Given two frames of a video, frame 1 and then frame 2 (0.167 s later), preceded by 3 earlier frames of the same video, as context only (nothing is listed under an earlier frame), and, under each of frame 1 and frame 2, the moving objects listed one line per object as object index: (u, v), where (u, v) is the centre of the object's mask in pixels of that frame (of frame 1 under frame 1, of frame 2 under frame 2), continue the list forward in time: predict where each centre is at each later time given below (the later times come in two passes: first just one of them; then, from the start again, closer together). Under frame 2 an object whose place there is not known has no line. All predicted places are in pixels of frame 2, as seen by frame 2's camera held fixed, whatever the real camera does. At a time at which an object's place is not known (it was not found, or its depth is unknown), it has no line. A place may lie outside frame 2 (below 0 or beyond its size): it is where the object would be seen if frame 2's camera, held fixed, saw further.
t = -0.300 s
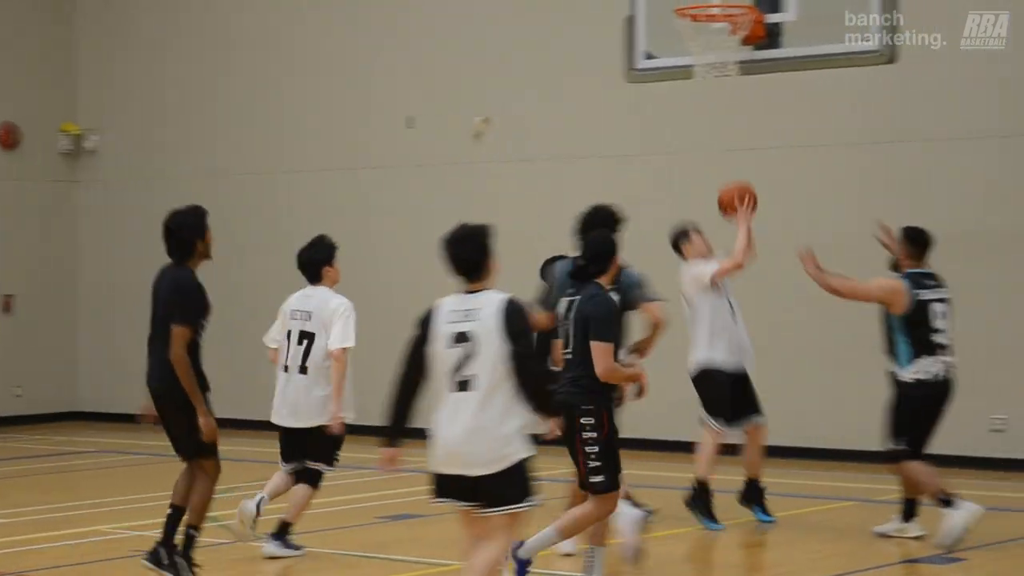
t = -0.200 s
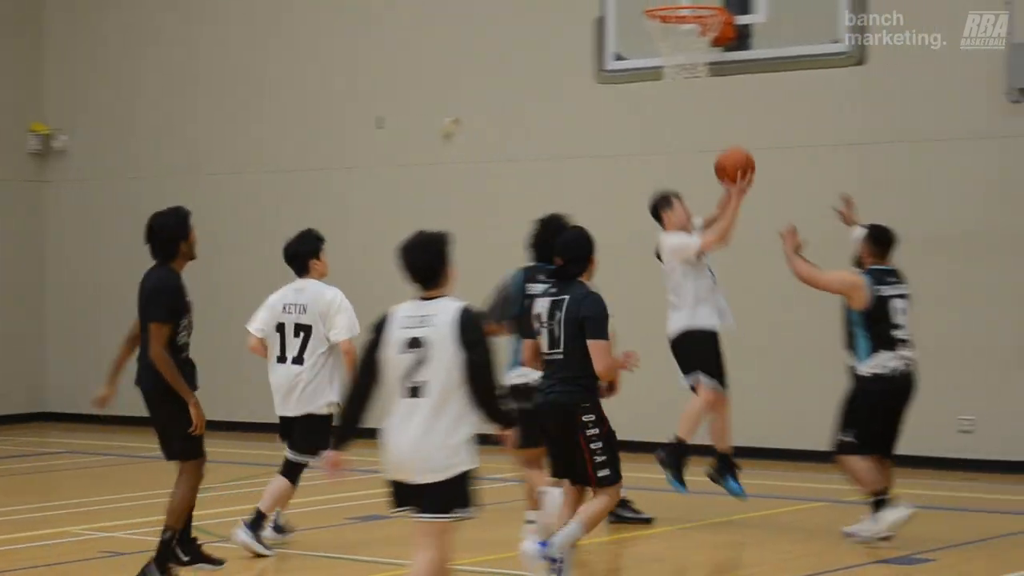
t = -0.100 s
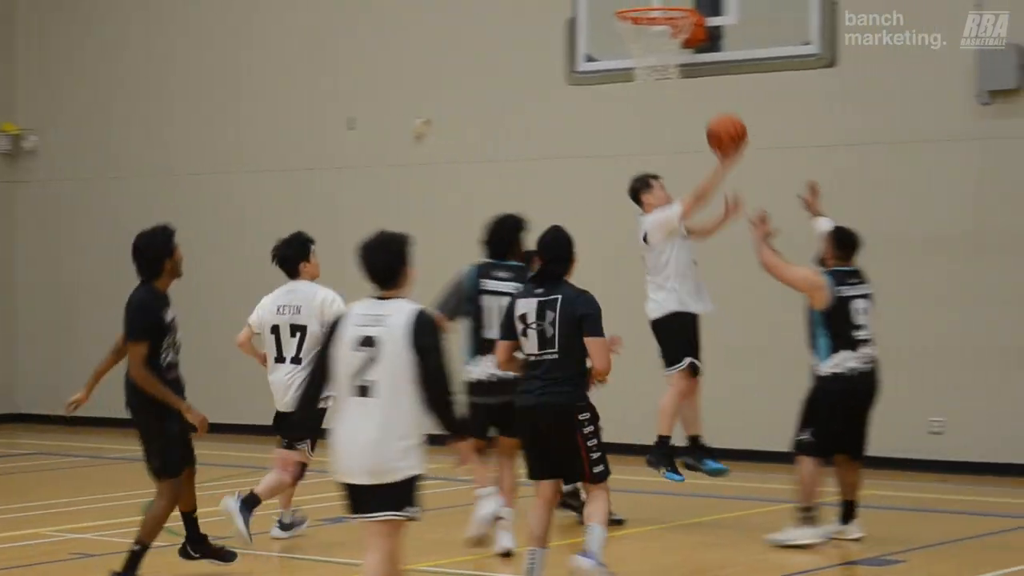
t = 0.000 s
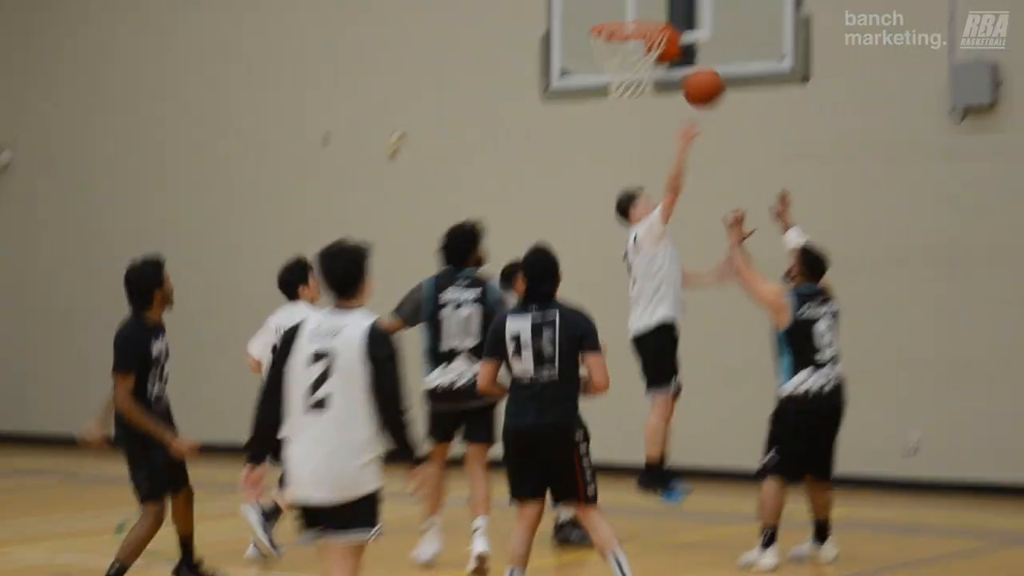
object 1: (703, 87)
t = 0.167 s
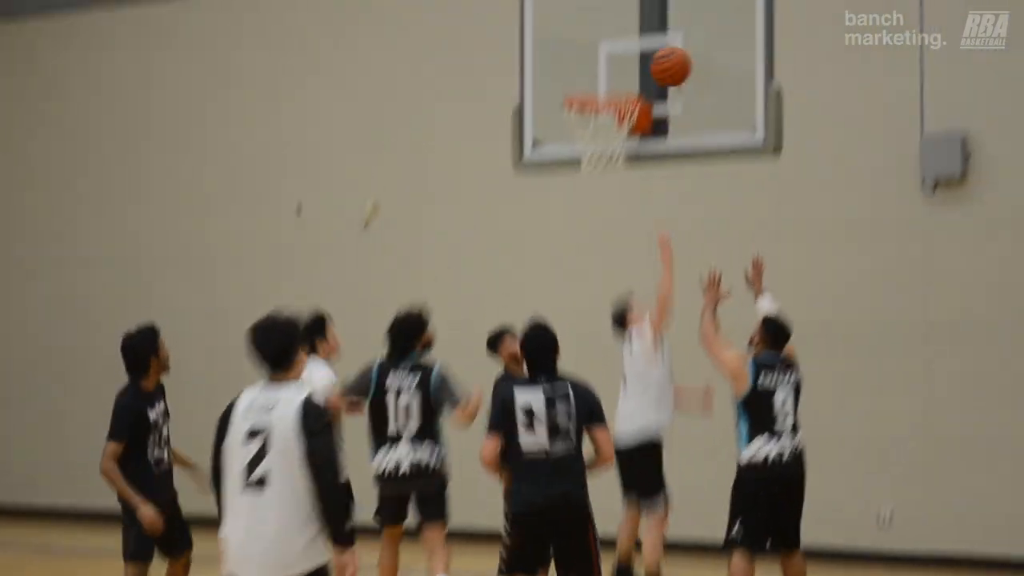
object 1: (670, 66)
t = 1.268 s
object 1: (630, 193)
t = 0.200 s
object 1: (660, 63)
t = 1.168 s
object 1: (625, 168)
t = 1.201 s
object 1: (627, 172)
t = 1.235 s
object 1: (629, 181)
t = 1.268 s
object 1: (630, 193)
